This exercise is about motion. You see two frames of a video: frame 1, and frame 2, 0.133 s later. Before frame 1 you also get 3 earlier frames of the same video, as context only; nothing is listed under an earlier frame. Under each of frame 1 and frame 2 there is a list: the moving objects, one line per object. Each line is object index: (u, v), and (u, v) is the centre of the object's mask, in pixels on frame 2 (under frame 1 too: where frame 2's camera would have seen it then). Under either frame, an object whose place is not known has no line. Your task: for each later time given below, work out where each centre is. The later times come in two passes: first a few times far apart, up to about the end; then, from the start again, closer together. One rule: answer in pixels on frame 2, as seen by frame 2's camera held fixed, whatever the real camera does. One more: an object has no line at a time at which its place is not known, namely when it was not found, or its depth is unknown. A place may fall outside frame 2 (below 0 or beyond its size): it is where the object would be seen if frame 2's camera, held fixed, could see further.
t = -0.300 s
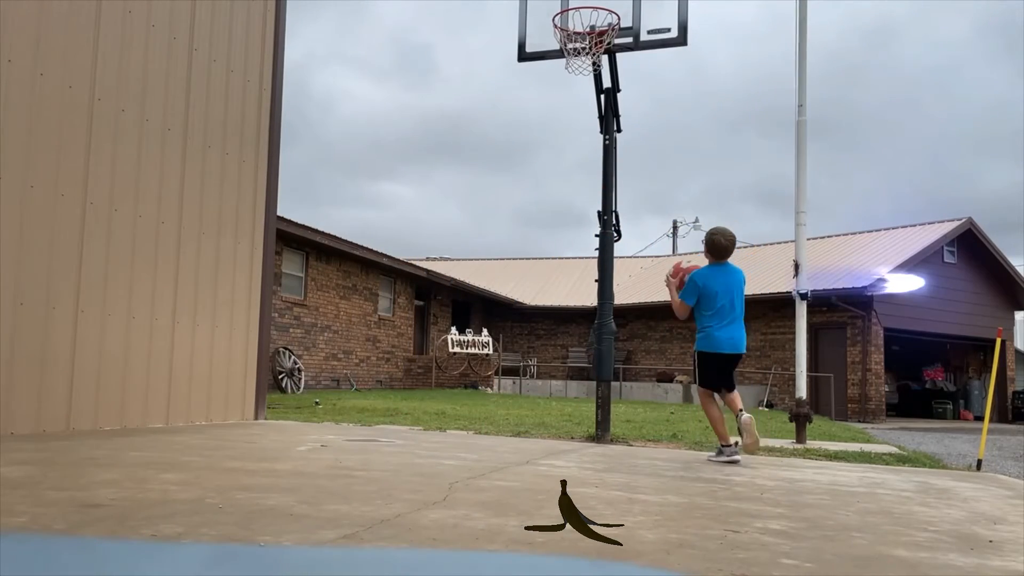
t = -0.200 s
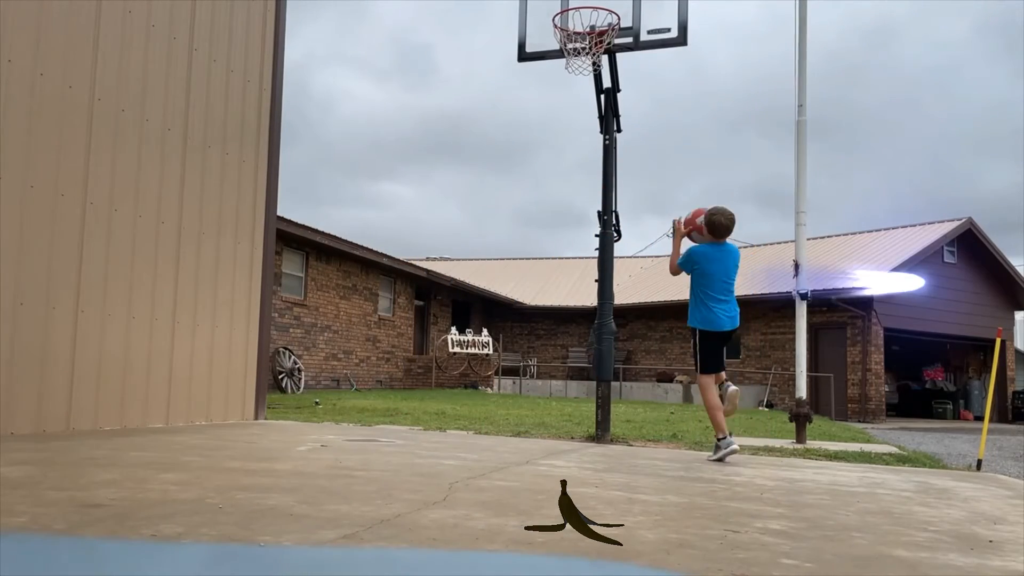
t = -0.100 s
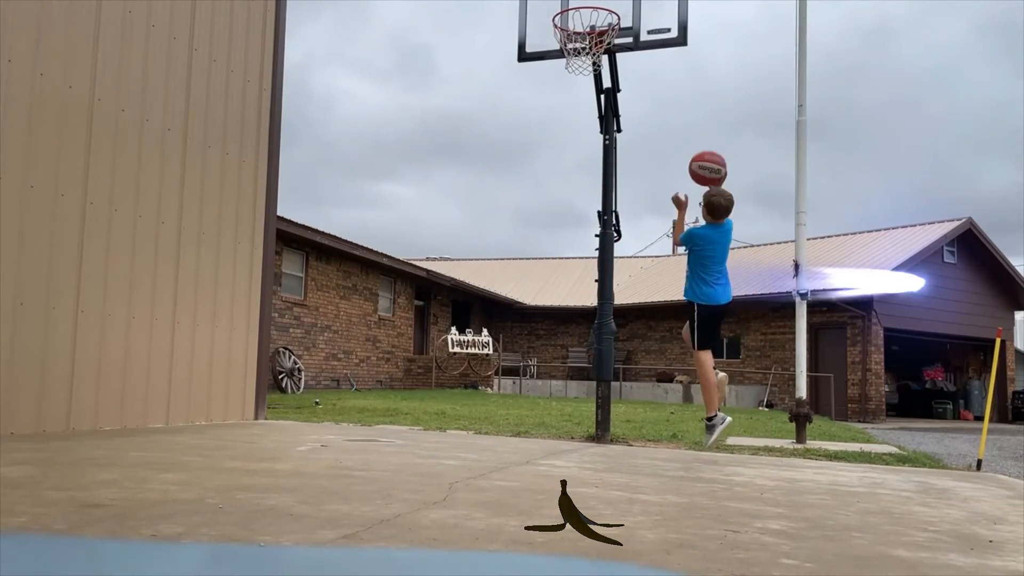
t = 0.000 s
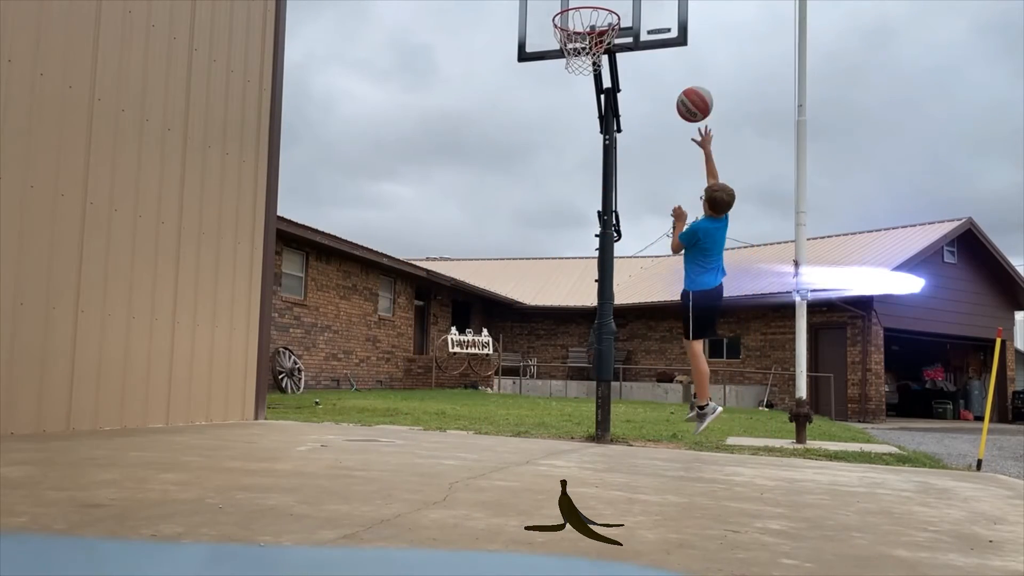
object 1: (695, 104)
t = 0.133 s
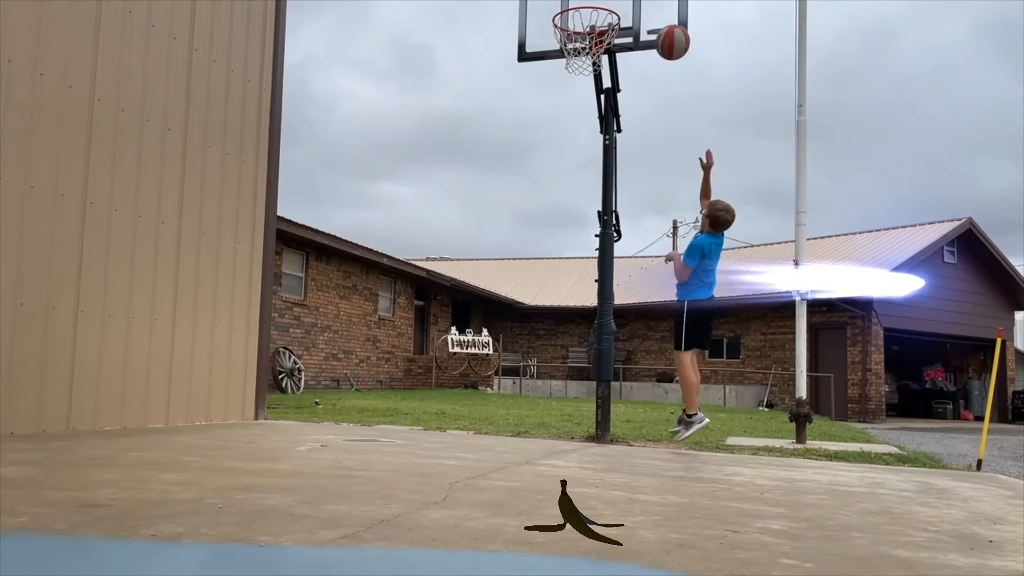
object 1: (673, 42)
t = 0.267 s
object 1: (652, 11)
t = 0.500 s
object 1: (621, 8)
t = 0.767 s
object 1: (602, 13)
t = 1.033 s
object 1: (577, 80)
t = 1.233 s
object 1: (558, 193)
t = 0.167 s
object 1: (667, 31)
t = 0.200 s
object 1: (662, 22)
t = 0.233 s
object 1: (657, 15)
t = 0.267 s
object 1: (652, 11)
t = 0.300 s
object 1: (647, 9)
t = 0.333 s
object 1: (642, 7)
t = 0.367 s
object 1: (638, 6)
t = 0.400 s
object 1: (633, 6)
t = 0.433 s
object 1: (629, 6)
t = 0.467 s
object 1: (625, 7)
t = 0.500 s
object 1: (621, 8)
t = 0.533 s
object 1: (618, 9)
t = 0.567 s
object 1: (615, 10)
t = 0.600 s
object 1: (613, 9)
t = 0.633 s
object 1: (611, 9)
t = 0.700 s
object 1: (607, 11)
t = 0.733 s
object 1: (604, 11)
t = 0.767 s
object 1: (602, 13)
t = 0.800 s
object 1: (599, 16)
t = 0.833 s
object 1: (596, 20)
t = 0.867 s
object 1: (593, 27)
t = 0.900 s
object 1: (590, 35)
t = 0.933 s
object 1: (587, 44)
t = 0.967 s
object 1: (583, 54)
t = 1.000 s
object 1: (580, 67)
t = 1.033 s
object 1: (577, 80)
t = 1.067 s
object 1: (574, 95)
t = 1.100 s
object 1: (571, 112)
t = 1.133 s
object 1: (568, 130)
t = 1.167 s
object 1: (564, 149)
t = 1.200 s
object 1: (561, 170)
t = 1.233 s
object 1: (558, 193)
